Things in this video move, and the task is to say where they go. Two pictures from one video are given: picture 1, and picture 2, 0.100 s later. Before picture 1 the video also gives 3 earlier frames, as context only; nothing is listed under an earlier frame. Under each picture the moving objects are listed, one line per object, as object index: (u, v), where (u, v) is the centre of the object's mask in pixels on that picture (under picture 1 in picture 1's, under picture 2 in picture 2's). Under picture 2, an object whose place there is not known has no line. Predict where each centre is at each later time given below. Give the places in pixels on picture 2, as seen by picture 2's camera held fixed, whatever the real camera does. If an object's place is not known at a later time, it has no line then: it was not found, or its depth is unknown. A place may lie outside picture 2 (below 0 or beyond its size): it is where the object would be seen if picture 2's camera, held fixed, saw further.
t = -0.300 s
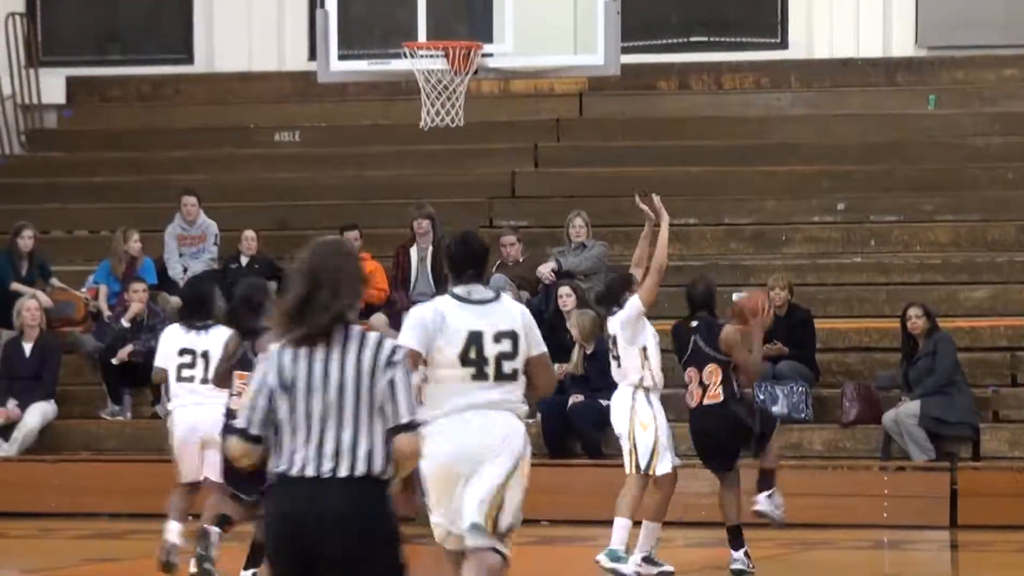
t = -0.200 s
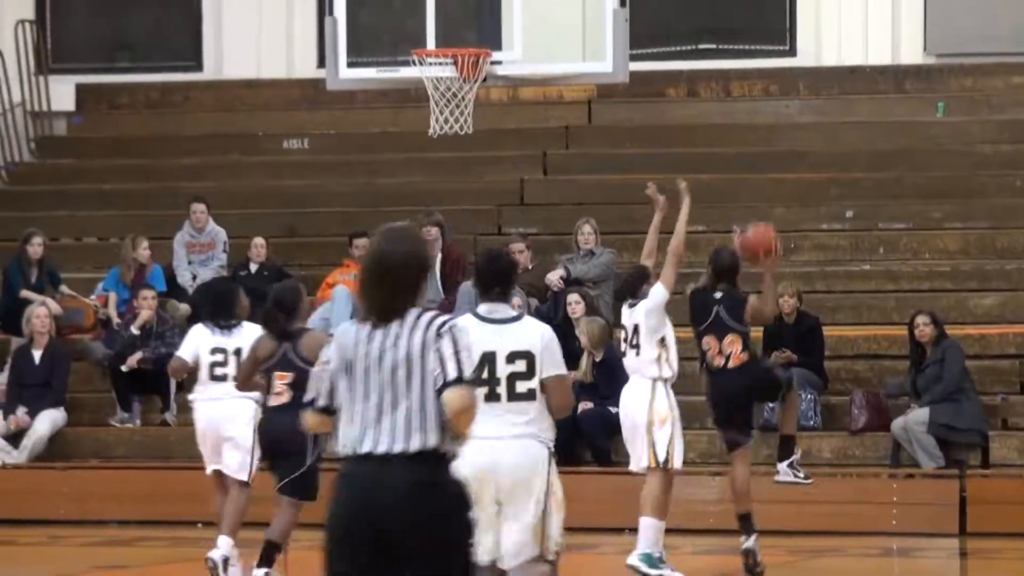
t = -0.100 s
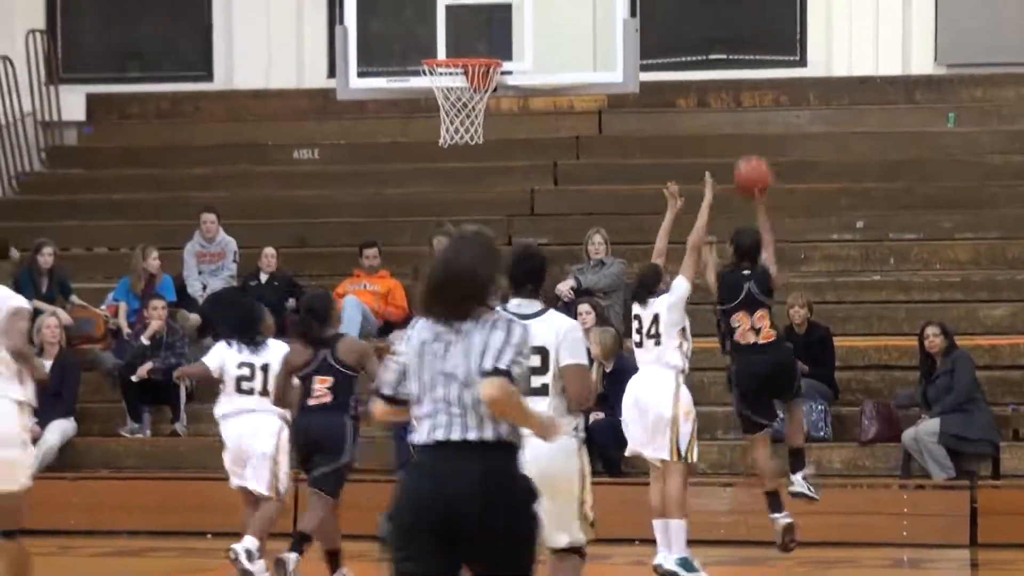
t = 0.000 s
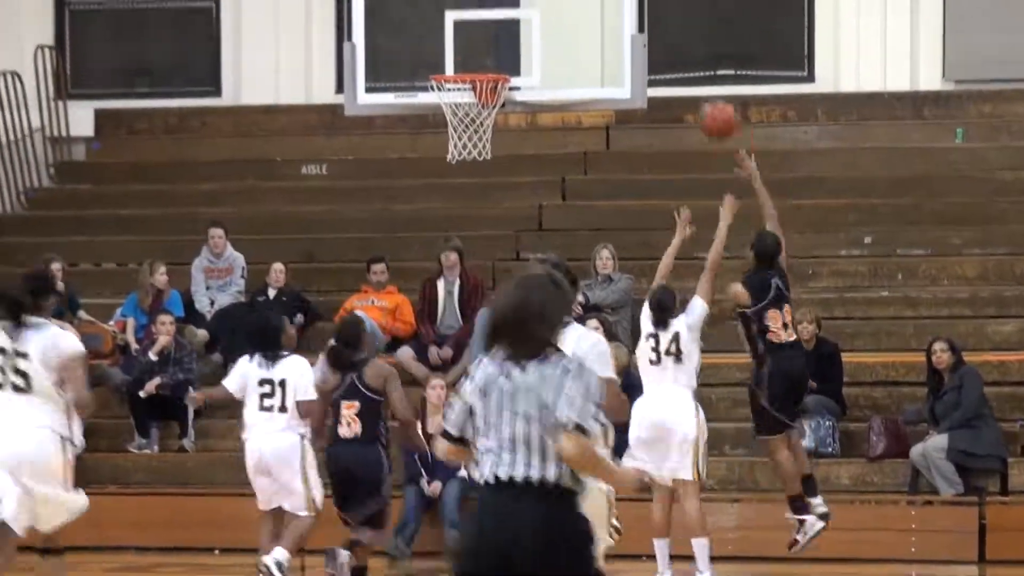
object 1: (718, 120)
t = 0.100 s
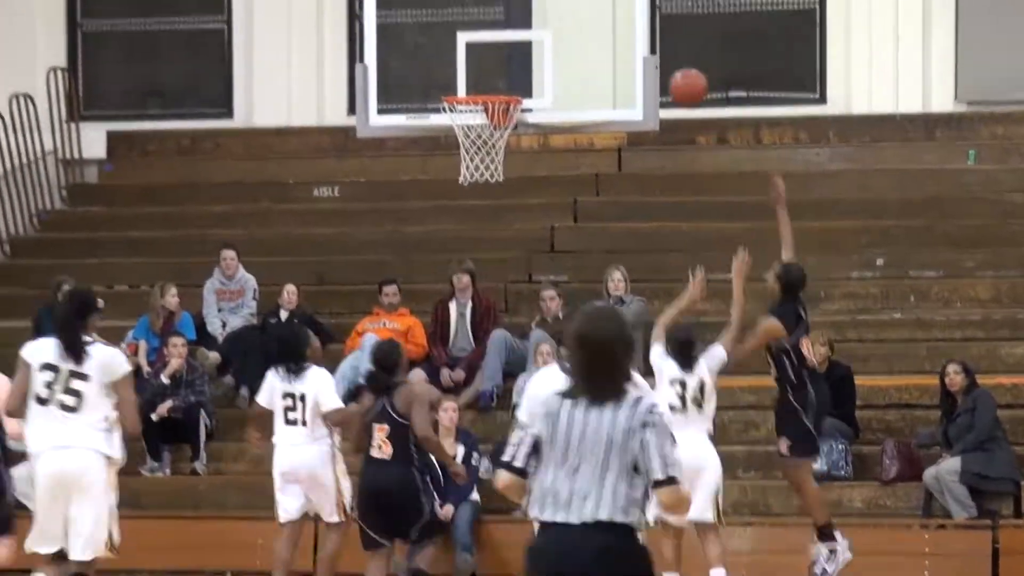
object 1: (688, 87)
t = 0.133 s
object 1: (675, 73)
